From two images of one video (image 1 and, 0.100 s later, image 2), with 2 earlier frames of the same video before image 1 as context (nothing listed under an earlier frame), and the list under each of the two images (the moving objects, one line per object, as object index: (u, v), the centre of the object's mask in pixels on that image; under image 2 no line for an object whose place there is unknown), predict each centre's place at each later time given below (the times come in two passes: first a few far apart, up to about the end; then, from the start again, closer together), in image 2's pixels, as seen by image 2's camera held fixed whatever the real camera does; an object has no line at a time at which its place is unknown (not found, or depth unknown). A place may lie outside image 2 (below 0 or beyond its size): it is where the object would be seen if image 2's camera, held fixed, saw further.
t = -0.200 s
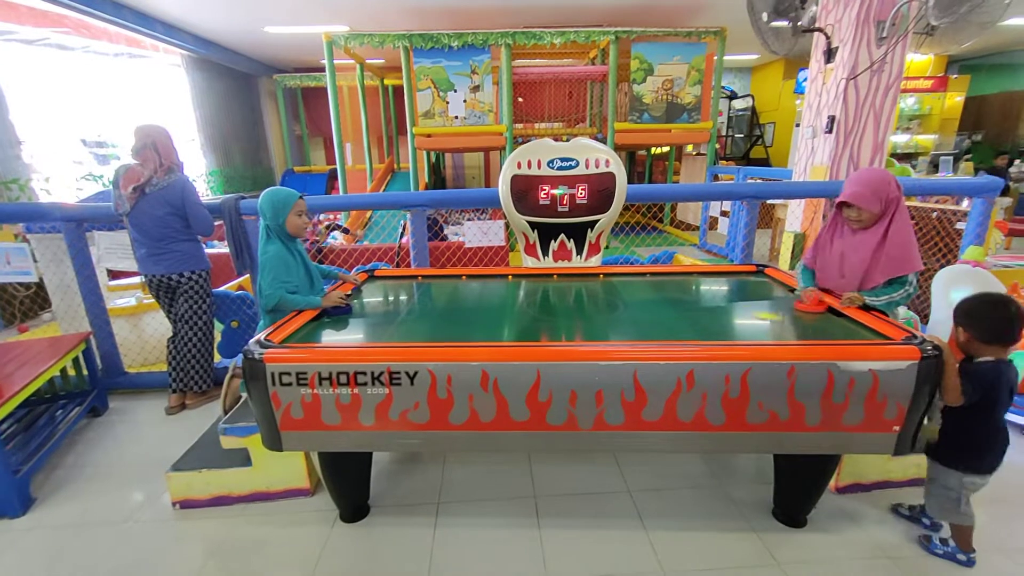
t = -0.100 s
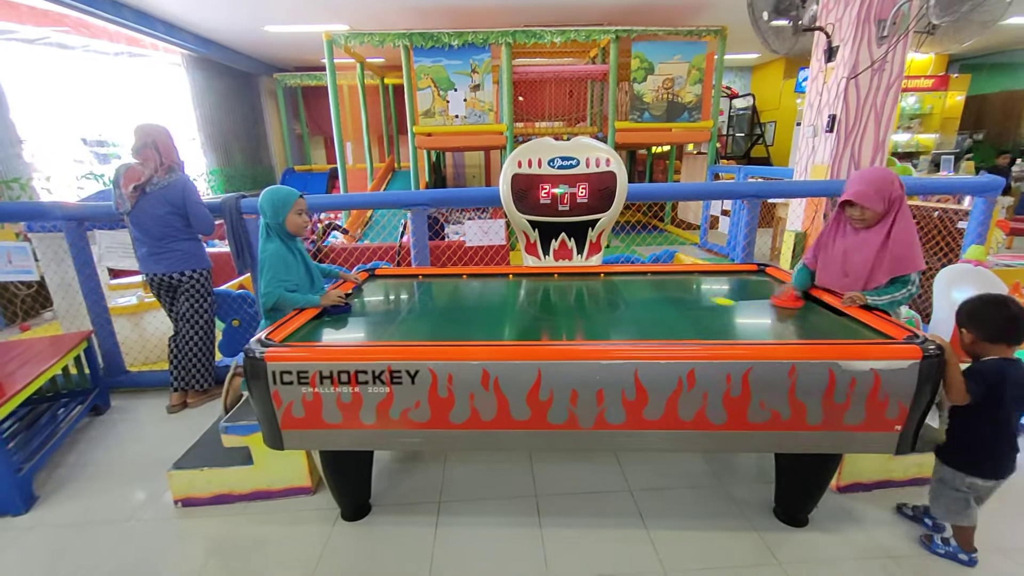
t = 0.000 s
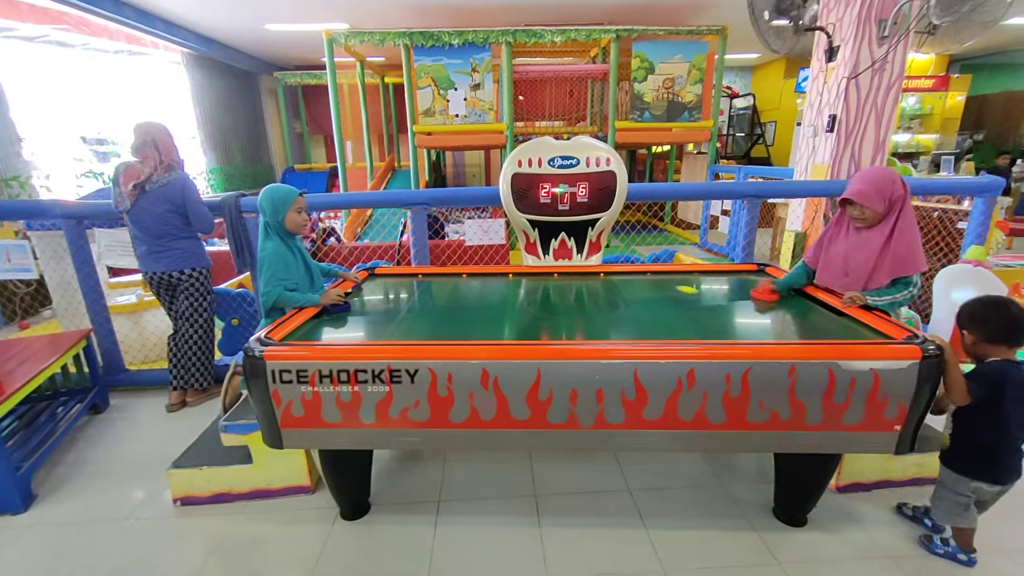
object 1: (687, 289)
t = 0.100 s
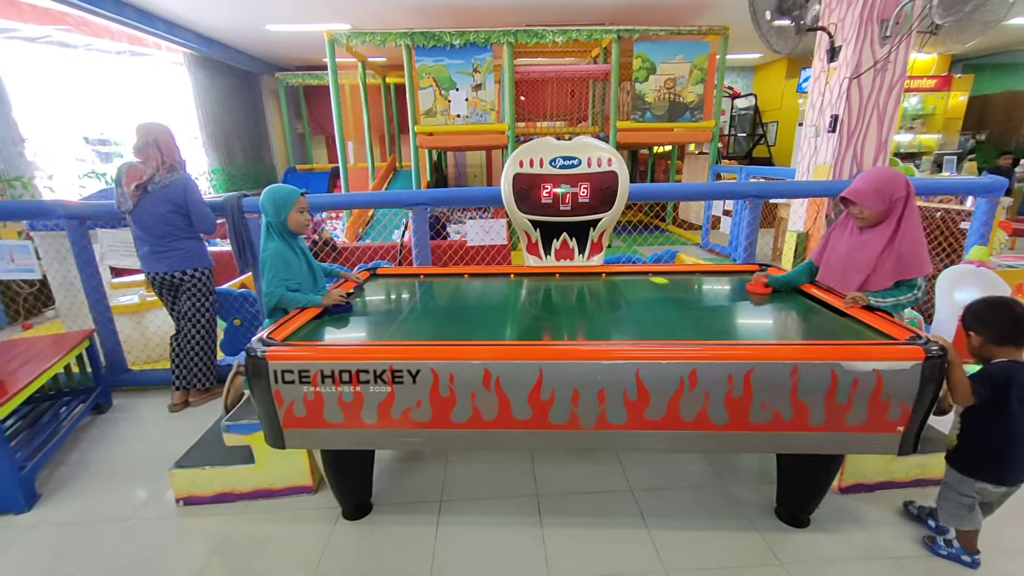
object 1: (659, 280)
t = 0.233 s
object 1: (635, 276)
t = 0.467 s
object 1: (624, 292)
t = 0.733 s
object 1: (607, 317)
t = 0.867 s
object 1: (596, 334)
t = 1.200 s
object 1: (575, 321)
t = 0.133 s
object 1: (650, 277)
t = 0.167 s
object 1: (642, 275)
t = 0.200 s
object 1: (636, 274)
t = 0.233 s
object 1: (635, 276)
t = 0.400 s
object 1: (627, 287)
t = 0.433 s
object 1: (625, 290)
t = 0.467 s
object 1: (624, 292)
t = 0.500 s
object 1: (622, 295)
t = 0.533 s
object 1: (620, 298)
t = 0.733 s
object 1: (607, 317)
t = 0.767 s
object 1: (605, 321)
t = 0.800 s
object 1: (602, 325)
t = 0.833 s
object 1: (599, 329)
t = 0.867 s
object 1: (596, 334)
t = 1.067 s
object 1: (581, 334)
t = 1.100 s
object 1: (580, 330)
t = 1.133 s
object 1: (578, 327)
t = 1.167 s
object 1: (577, 324)
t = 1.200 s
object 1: (575, 321)
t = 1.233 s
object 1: (573, 318)
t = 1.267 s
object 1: (572, 315)
